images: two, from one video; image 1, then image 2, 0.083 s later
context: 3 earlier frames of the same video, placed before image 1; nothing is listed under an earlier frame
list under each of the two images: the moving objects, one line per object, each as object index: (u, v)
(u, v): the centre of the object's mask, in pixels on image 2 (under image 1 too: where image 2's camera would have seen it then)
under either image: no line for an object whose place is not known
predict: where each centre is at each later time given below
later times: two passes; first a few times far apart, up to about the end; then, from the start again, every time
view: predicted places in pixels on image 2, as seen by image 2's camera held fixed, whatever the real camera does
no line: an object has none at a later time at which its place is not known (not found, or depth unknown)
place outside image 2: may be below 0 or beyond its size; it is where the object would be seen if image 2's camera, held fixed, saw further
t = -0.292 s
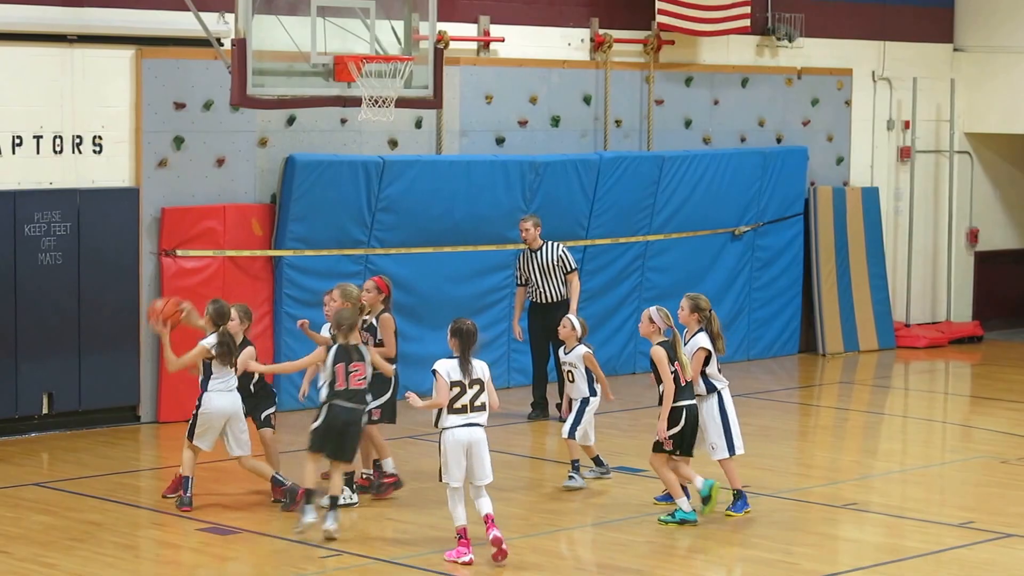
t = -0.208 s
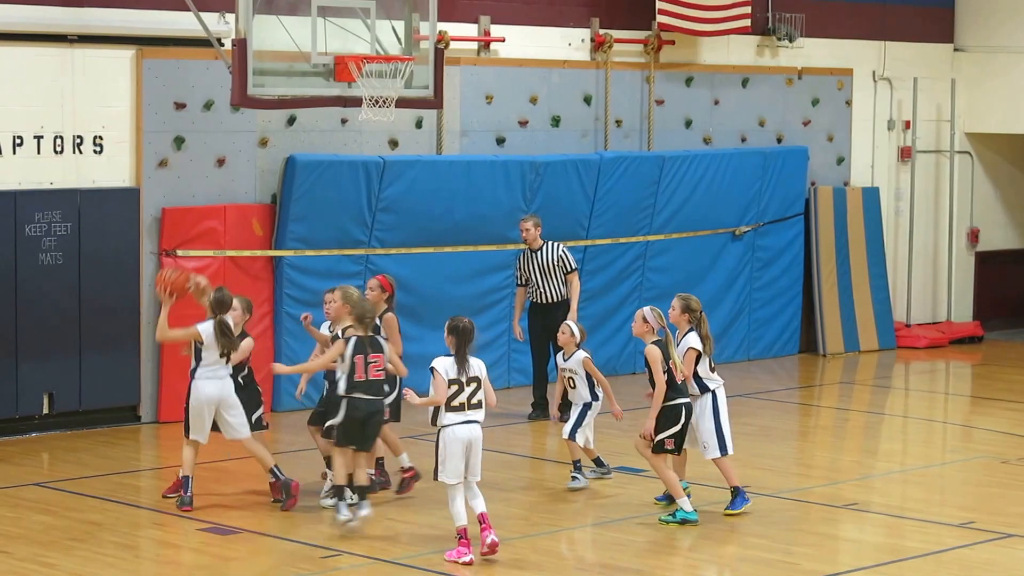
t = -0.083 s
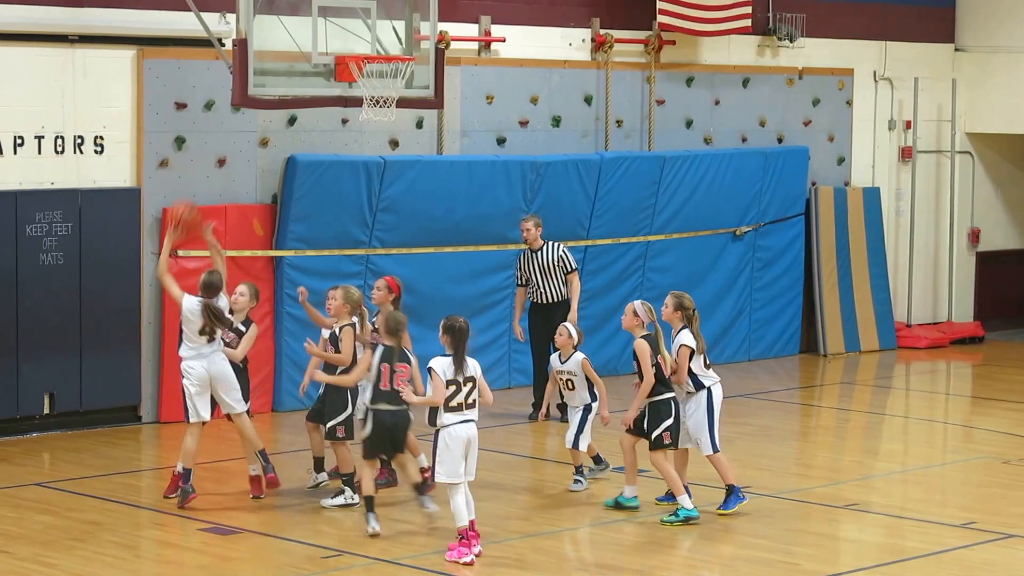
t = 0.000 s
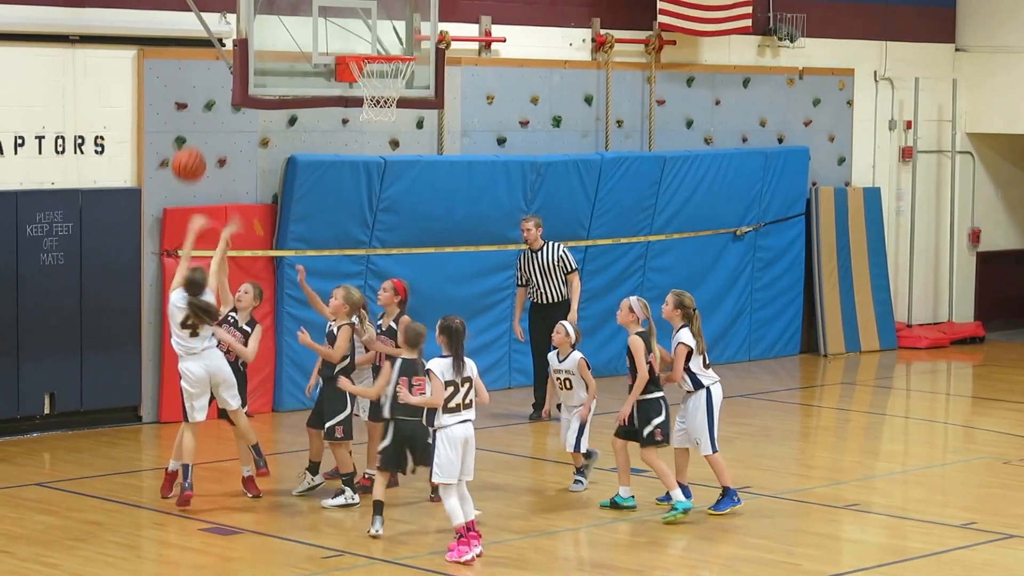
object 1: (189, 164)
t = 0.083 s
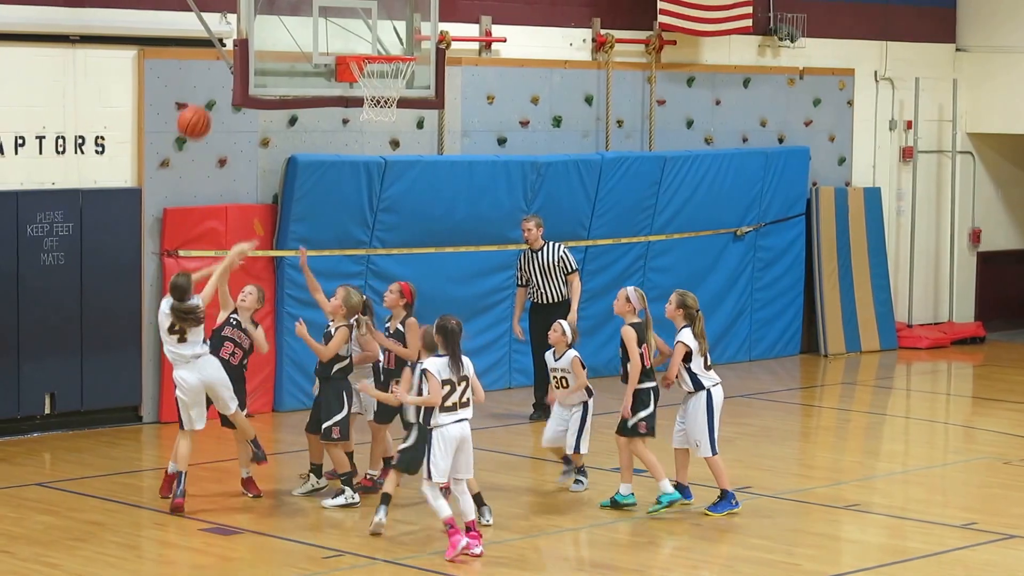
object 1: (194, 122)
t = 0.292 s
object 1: (205, 62)
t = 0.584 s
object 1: (171, 82)
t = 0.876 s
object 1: (109, 223)
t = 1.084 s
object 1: (65, 400)
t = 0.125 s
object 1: (196, 105)
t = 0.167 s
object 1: (198, 91)
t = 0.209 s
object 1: (201, 78)
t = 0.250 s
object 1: (203, 70)
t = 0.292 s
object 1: (205, 62)
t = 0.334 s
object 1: (207, 58)
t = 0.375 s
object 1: (209, 56)
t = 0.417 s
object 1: (207, 56)
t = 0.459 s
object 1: (198, 59)
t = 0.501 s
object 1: (189, 65)
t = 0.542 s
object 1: (180, 72)
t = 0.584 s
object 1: (171, 82)
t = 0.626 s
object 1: (162, 94)
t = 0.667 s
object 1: (154, 110)
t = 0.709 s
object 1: (144, 128)
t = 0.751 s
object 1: (135, 148)
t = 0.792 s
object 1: (126, 171)
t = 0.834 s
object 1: (117, 198)
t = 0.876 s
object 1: (109, 223)
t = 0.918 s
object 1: (100, 254)
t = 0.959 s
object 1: (91, 287)
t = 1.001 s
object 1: (82, 322)
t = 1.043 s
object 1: (74, 360)
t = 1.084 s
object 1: (65, 400)
